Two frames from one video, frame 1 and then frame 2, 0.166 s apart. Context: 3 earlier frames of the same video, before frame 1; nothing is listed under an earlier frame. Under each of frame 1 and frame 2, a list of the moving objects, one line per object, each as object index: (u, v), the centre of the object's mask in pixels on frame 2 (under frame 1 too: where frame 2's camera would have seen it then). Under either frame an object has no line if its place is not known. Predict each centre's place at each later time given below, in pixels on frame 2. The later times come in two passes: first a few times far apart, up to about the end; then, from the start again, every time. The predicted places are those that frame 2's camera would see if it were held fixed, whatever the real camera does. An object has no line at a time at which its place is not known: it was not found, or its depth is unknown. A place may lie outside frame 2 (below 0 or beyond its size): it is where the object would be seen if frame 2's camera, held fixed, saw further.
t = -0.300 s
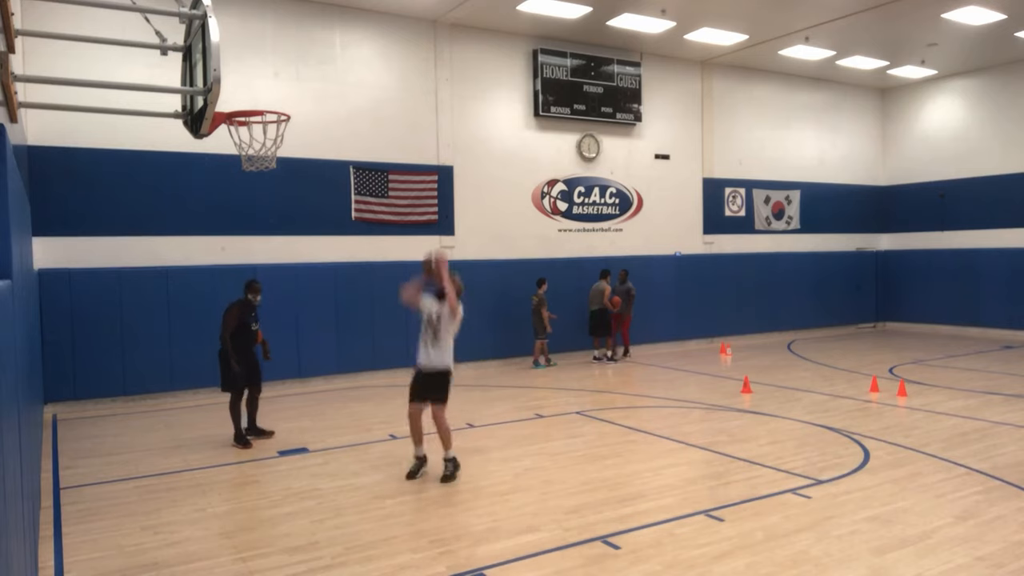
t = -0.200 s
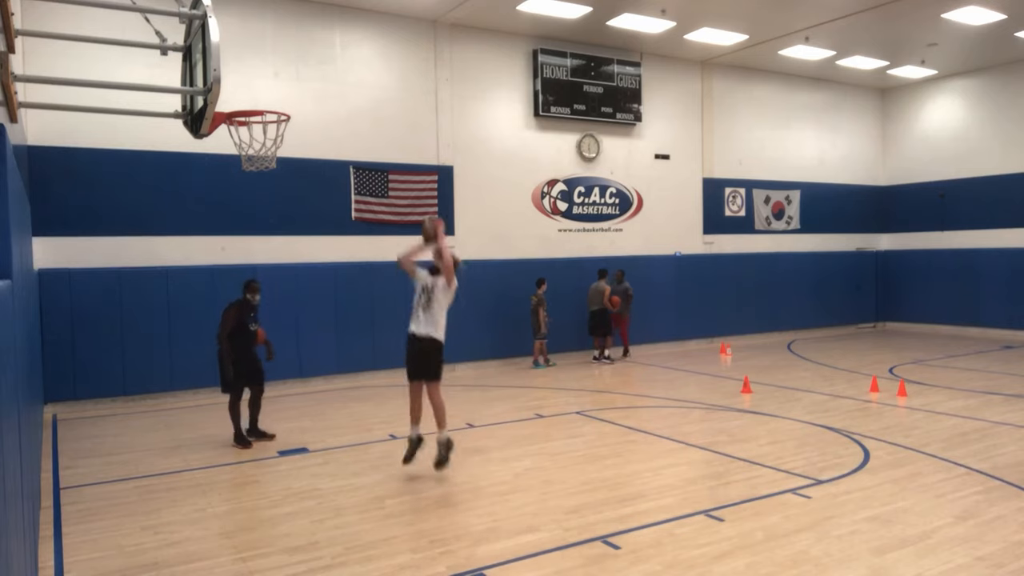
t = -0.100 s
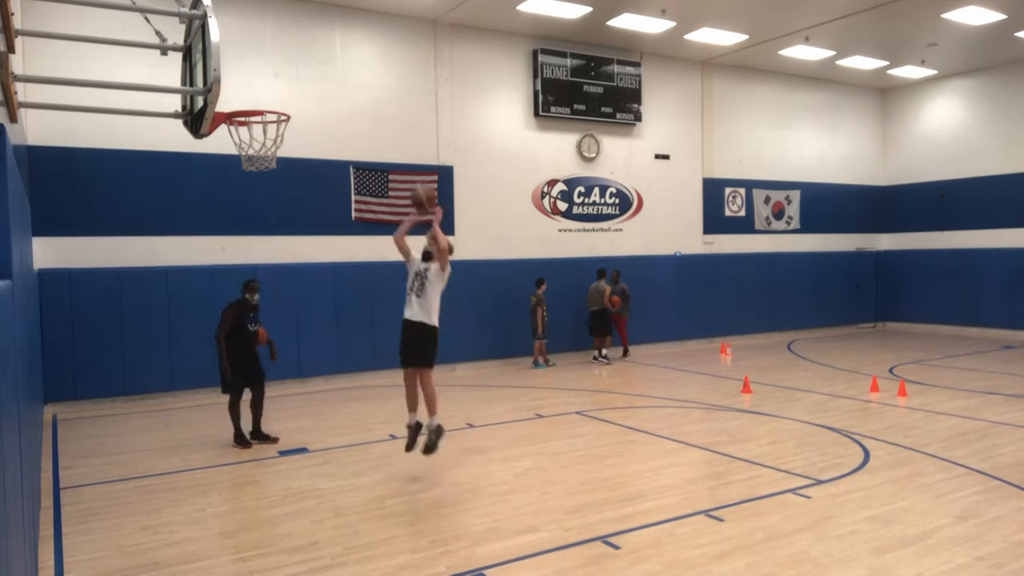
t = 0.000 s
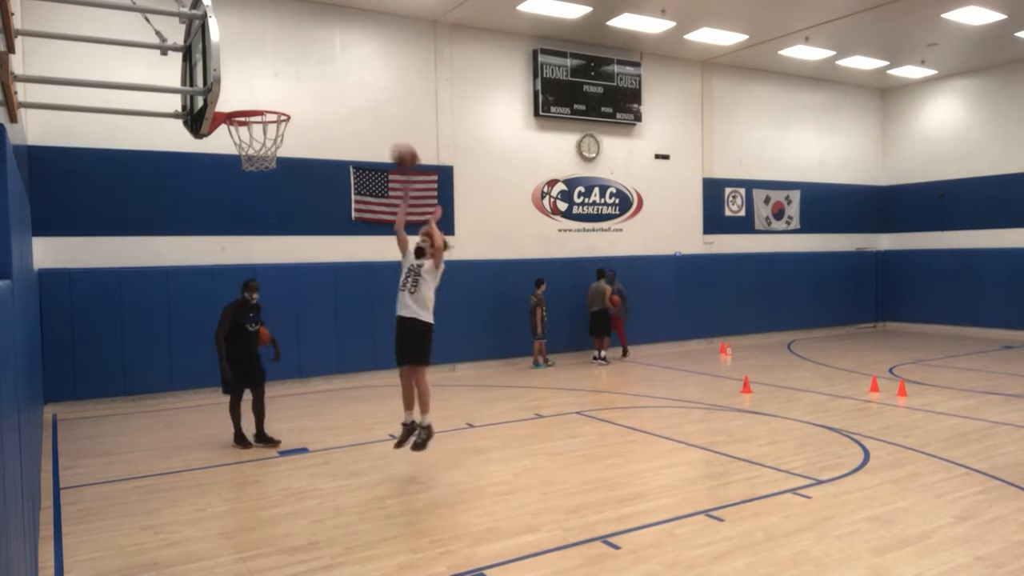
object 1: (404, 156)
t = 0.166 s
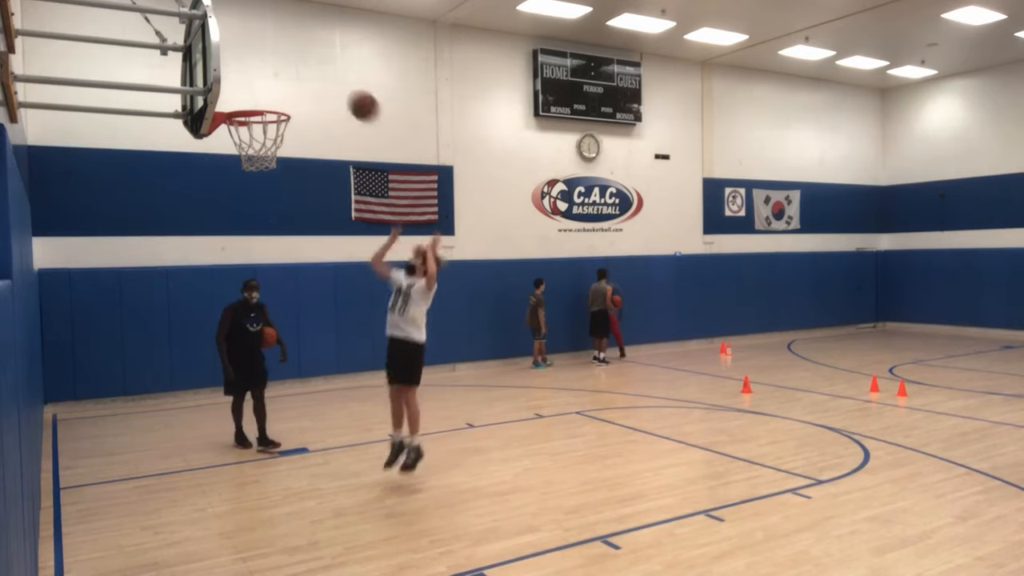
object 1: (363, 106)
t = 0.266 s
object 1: (337, 88)
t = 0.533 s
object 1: (266, 99)
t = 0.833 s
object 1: (251, 162)
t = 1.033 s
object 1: (281, 220)
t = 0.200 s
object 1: (355, 99)
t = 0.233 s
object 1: (346, 93)
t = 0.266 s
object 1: (337, 88)
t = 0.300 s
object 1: (328, 85)
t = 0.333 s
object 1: (320, 83)
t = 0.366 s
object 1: (311, 83)
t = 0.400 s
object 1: (302, 84)
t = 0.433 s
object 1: (293, 86)
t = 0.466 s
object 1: (284, 89)
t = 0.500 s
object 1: (275, 94)
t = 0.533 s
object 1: (266, 99)
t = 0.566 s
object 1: (258, 105)
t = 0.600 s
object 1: (249, 118)
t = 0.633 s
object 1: (238, 132)
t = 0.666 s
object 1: (235, 138)
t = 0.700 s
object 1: (234, 146)
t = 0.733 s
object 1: (236, 149)
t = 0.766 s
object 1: (241, 153)
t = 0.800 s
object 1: (247, 158)
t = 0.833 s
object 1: (251, 162)
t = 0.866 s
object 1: (256, 167)
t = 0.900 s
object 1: (261, 178)
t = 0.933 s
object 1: (266, 186)
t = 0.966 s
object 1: (271, 195)
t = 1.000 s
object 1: (277, 207)
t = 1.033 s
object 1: (281, 220)
